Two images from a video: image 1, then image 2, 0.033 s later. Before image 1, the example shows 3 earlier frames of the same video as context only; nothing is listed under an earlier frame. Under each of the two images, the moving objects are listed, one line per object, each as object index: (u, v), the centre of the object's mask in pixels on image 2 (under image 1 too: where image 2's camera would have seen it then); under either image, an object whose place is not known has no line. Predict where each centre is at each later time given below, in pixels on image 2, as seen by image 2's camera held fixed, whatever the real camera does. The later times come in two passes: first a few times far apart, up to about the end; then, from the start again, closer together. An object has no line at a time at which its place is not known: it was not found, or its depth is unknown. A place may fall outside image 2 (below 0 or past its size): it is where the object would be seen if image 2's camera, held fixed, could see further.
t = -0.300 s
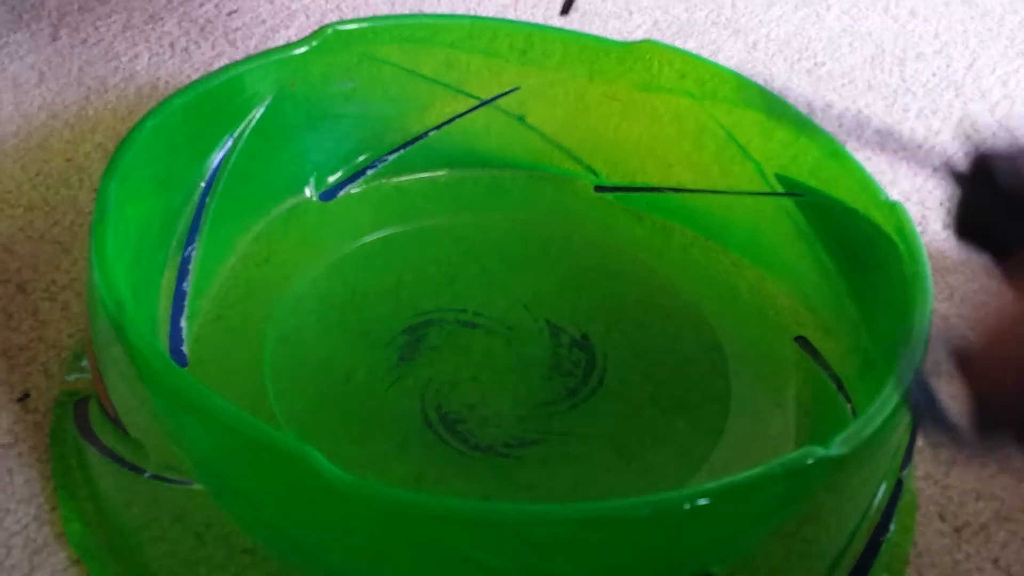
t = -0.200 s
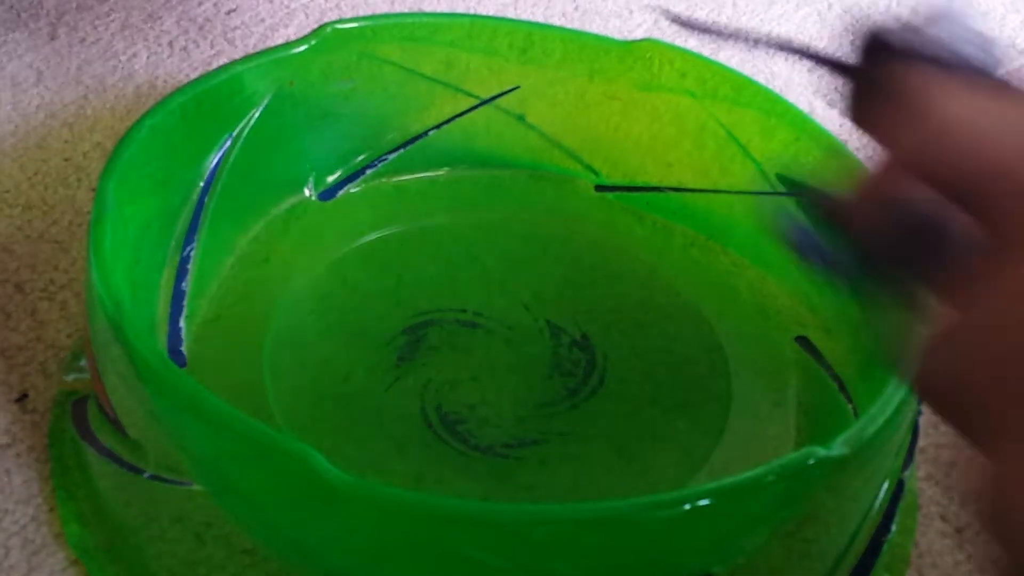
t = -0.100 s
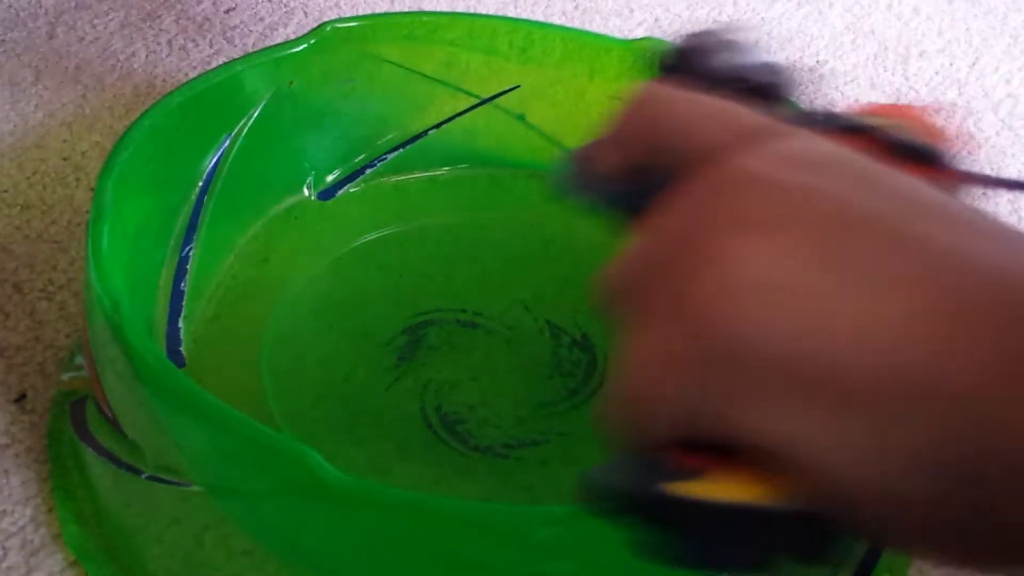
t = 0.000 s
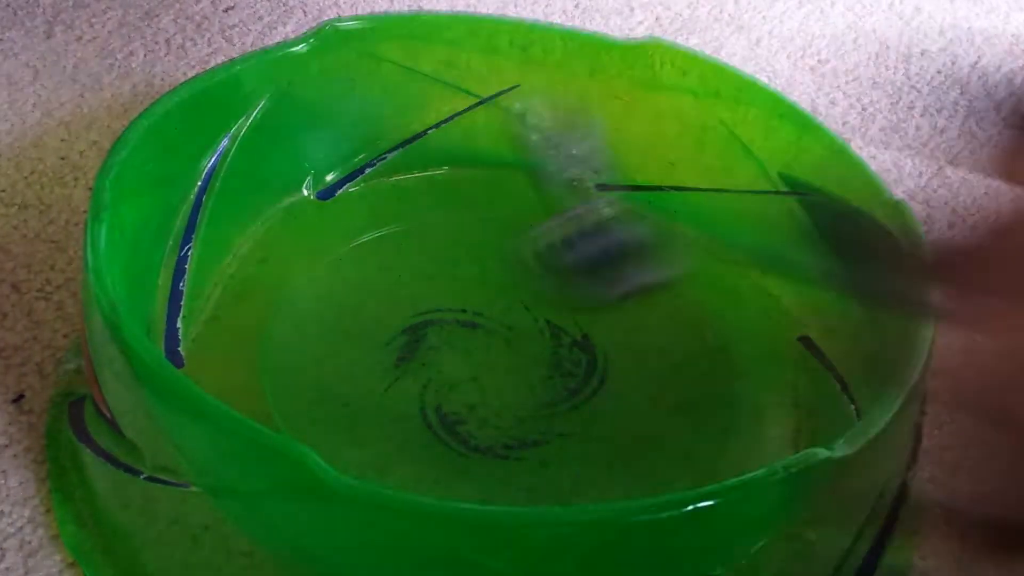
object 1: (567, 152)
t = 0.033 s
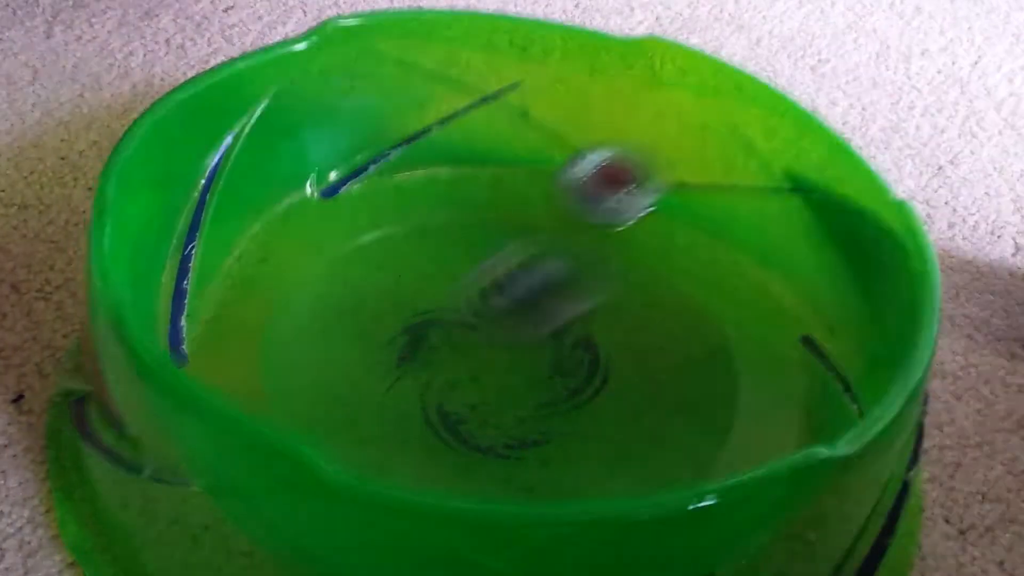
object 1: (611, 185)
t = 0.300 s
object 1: (743, 281)
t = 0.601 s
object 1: (724, 283)
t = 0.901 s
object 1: (373, 300)
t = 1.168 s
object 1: (571, 483)
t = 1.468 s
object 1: (503, 168)
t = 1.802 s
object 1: (556, 490)
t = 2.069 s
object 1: (556, 190)
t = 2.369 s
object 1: (393, 172)
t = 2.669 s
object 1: (525, 351)
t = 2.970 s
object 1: (715, 405)
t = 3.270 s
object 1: (484, 206)
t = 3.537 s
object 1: (347, 436)
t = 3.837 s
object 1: (581, 211)
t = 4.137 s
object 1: (386, 460)
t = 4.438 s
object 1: (554, 201)
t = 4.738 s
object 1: (414, 470)
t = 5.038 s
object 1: (560, 203)
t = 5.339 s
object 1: (417, 469)
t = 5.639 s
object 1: (577, 208)
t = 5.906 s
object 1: (329, 423)
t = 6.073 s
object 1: (674, 453)
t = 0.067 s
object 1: (642, 171)
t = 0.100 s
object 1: (667, 177)
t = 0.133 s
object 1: (688, 201)
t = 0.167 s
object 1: (706, 244)
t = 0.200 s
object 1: (725, 262)
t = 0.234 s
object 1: (735, 259)
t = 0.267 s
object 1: (740, 272)
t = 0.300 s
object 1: (743, 281)
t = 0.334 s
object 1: (744, 282)
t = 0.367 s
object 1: (744, 283)
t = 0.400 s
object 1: (743, 282)
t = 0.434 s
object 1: (743, 282)
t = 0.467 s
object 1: (742, 282)
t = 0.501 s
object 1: (741, 283)
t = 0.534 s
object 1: (740, 283)
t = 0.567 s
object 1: (735, 283)
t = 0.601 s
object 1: (724, 283)
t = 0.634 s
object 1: (710, 283)
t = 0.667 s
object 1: (689, 285)
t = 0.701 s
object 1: (661, 289)
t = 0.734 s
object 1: (628, 288)
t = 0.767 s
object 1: (585, 285)
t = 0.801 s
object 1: (536, 280)
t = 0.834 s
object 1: (479, 278)
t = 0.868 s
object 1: (423, 280)
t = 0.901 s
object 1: (373, 300)
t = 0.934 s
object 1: (331, 335)
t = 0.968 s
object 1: (294, 373)
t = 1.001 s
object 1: (285, 395)
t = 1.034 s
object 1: (313, 419)
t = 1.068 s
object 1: (356, 446)
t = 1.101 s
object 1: (417, 471)
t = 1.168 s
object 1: (571, 483)
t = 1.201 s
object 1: (643, 468)
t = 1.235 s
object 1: (710, 443)
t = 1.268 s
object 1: (754, 407)
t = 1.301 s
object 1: (752, 351)
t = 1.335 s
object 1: (735, 300)
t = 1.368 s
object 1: (697, 249)
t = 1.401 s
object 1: (631, 215)
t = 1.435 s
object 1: (571, 189)
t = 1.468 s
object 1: (503, 168)
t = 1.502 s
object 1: (435, 174)
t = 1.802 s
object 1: (556, 490)
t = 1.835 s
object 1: (638, 476)
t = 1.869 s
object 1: (712, 448)
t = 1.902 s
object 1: (752, 405)
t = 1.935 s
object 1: (741, 336)
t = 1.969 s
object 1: (717, 268)
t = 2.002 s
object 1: (660, 227)
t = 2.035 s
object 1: (613, 205)
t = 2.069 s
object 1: (556, 190)
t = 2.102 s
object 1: (497, 173)
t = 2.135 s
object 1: (439, 177)
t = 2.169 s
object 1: (377, 188)
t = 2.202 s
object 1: (306, 209)
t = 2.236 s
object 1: (278, 236)
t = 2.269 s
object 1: (280, 241)
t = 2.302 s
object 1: (311, 206)
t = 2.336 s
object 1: (352, 183)
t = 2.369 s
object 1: (393, 172)
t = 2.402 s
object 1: (422, 174)
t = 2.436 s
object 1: (447, 184)
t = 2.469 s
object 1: (469, 195)
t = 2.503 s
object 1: (486, 215)
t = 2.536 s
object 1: (499, 236)
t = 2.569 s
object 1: (504, 259)
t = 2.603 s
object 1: (507, 289)
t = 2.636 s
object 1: (512, 321)
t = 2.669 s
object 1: (525, 351)
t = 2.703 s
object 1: (541, 380)
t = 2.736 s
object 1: (564, 402)
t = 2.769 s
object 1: (588, 421)
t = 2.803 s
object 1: (616, 434)
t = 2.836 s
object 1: (648, 443)
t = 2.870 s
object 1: (678, 443)
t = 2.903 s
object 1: (703, 435)
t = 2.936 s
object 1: (710, 427)
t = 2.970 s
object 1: (715, 405)
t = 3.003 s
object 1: (718, 385)
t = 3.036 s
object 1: (721, 360)
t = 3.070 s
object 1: (720, 330)
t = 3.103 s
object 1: (705, 300)
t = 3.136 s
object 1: (672, 267)
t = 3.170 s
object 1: (633, 239)
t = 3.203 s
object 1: (591, 222)
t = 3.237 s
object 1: (538, 209)
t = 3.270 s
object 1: (484, 206)
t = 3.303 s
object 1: (430, 211)
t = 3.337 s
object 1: (381, 222)
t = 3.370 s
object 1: (335, 240)
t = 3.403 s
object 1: (299, 266)
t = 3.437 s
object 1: (277, 301)
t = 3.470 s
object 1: (271, 347)
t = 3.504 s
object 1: (295, 394)
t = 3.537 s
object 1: (347, 436)
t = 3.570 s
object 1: (415, 469)
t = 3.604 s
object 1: (508, 483)
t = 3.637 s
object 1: (600, 478)
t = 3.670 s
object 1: (673, 453)
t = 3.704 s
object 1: (718, 404)
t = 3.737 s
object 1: (723, 343)
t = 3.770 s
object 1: (694, 285)
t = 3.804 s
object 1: (638, 239)
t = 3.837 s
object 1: (581, 211)
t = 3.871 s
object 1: (519, 197)
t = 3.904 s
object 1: (452, 196)
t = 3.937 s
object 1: (384, 210)
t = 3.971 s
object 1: (331, 232)
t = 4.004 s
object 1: (292, 269)
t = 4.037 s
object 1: (271, 317)
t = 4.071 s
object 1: (277, 373)
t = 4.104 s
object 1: (323, 424)
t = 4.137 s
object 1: (386, 460)
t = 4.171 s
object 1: (477, 483)
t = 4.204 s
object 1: (576, 482)
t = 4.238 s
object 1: (655, 462)
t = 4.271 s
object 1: (709, 419)
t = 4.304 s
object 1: (727, 364)
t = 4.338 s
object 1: (714, 309)
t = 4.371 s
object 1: (675, 263)
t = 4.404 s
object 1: (616, 225)
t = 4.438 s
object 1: (554, 201)
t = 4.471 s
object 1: (493, 195)
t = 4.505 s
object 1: (429, 198)
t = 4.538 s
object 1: (362, 217)
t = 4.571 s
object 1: (312, 248)
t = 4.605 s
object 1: (282, 288)
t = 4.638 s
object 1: (273, 339)
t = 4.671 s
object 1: (295, 395)
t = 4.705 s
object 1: (344, 437)
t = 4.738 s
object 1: (414, 470)
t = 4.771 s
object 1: (507, 485)
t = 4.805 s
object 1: (597, 478)
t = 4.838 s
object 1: (669, 456)
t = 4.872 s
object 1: (718, 412)
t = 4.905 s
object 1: (730, 360)
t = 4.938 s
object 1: (713, 305)
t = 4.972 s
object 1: (671, 255)
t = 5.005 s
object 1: (619, 223)
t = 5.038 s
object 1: (560, 203)
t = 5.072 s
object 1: (495, 194)
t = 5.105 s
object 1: (426, 199)
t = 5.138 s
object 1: (365, 219)
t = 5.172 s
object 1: (311, 250)
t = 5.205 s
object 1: (283, 294)
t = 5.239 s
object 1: (278, 344)
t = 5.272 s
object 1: (300, 398)
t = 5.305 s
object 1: (348, 438)
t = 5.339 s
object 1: (417, 469)
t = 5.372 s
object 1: (501, 483)
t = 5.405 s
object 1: (588, 478)
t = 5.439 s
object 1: (658, 460)
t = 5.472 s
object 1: (711, 428)
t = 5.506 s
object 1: (734, 376)
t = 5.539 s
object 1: (723, 320)
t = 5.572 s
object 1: (684, 267)
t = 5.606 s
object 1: (632, 229)
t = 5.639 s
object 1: (577, 208)
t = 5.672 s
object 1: (510, 196)
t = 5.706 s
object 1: (439, 200)
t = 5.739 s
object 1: (377, 215)
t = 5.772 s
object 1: (326, 244)
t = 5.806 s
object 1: (291, 283)
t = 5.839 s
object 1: (279, 330)
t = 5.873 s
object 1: (291, 383)
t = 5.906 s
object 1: (329, 423)
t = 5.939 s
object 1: (383, 456)
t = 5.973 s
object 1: (457, 476)
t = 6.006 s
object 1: (539, 481)
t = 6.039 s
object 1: (615, 472)
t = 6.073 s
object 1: (674, 453)
